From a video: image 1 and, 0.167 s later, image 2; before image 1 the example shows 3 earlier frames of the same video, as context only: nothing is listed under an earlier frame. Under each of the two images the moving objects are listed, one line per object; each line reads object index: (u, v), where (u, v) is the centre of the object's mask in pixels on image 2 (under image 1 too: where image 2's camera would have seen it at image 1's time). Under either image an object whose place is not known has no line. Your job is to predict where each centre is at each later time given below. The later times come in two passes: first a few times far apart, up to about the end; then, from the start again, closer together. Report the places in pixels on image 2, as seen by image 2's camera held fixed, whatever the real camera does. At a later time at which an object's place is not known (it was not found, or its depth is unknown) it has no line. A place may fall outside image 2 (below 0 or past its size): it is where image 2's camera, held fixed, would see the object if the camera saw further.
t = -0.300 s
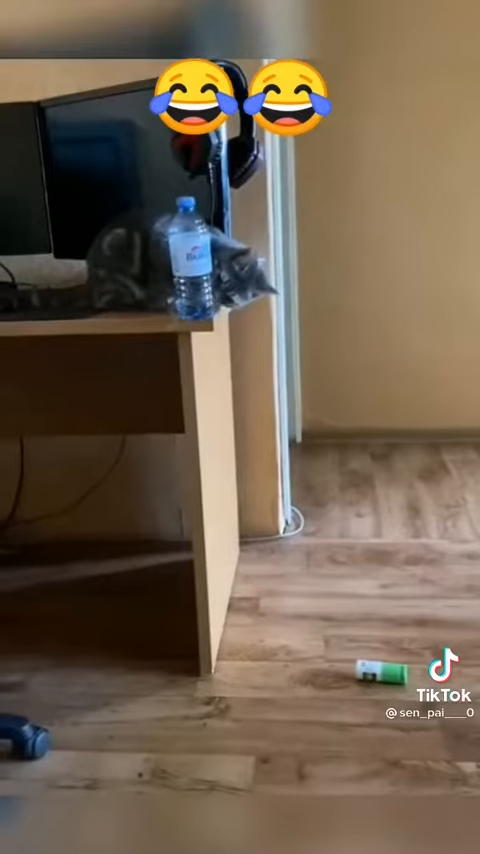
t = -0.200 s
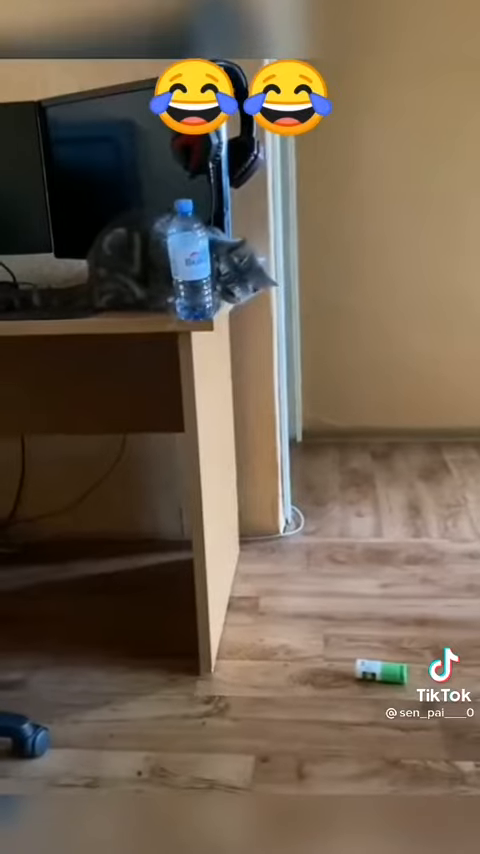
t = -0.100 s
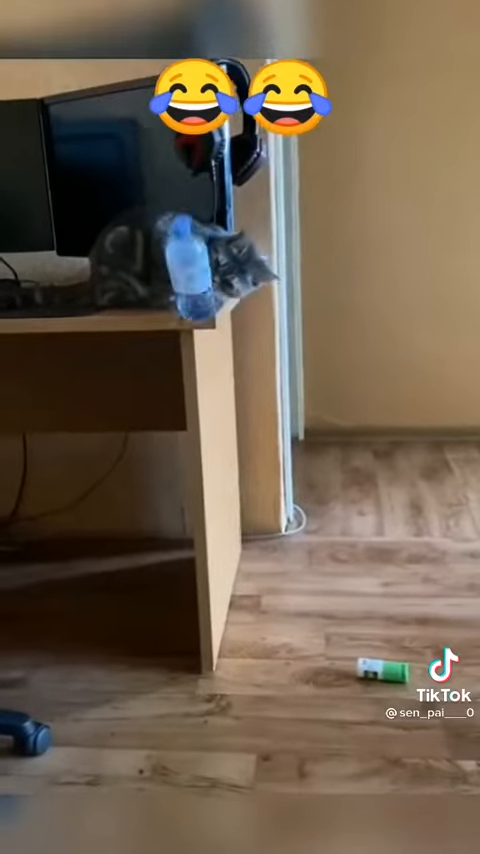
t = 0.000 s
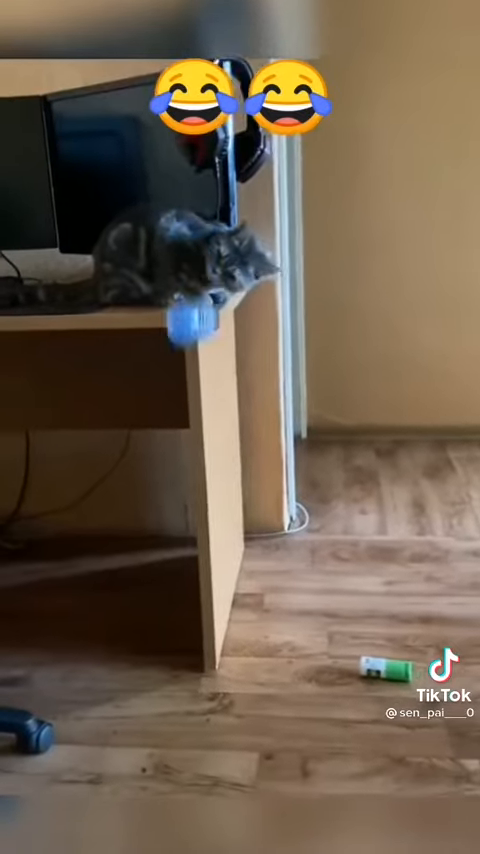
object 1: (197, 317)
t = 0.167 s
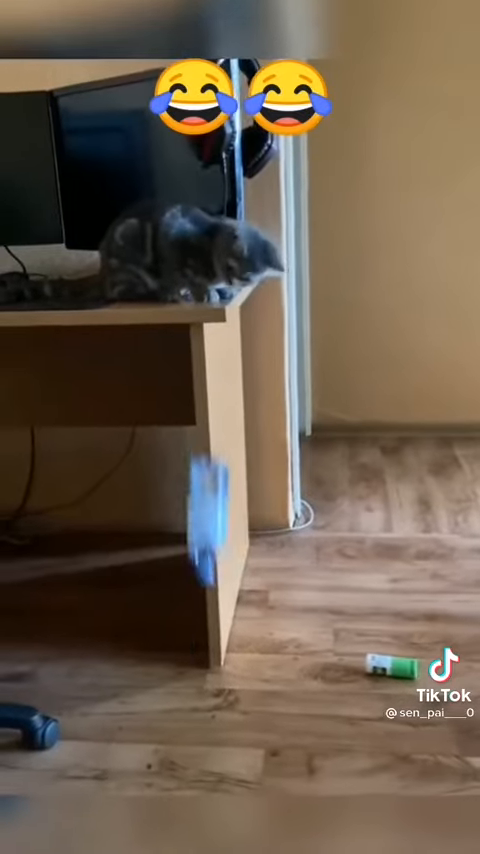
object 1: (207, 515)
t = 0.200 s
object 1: (210, 566)
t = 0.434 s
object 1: (218, 691)
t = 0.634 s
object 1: (206, 693)
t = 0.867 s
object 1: (207, 690)
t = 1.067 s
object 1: (216, 691)
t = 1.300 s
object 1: (213, 691)
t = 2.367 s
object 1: (214, 692)
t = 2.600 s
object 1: (213, 691)
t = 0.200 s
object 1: (210, 566)
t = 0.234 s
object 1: (213, 618)
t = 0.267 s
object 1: (216, 671)
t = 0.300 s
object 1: (216, 671)
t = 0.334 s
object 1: (218, 685)
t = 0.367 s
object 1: (218, 687)
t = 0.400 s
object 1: (218, 688)
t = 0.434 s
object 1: (218, 691)
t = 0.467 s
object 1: (216, 692)
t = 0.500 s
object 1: (212, 692)
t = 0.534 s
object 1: (210, 693)
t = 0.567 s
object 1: (208, 693)
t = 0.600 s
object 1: (207, 693)
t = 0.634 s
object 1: (206, 693)
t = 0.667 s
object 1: (206, 693)
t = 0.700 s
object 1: (206, 693)
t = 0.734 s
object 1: (205, 692)
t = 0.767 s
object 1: (205, 691)
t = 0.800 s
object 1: (205, 690)
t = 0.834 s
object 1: (206, 690)
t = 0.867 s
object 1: (207, 690)
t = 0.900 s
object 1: (207, 691)
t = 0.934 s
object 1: (210, 691)
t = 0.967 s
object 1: (213, 691)
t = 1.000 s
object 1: (215, 690)
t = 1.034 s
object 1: (216, 691)
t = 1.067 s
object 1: (216, 691)
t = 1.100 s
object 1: (215, 691)
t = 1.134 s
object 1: (214, 691)
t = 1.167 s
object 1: (214, 691)
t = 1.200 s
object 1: (214, 690)
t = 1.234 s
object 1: (214, 691)
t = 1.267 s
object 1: (213, 691)
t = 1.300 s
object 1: (213, 691)
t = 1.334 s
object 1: (213, 691)
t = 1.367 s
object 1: (215, 691)
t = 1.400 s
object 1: (216, 691)
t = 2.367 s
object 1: (214, 692)
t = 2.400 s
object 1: (213, 691)
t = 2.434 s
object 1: (213, 691)
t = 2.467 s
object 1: (213, 691)
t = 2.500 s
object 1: (213, 691)
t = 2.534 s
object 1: (213, 691)
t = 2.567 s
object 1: (213, 691)
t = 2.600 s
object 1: (213, 691)
